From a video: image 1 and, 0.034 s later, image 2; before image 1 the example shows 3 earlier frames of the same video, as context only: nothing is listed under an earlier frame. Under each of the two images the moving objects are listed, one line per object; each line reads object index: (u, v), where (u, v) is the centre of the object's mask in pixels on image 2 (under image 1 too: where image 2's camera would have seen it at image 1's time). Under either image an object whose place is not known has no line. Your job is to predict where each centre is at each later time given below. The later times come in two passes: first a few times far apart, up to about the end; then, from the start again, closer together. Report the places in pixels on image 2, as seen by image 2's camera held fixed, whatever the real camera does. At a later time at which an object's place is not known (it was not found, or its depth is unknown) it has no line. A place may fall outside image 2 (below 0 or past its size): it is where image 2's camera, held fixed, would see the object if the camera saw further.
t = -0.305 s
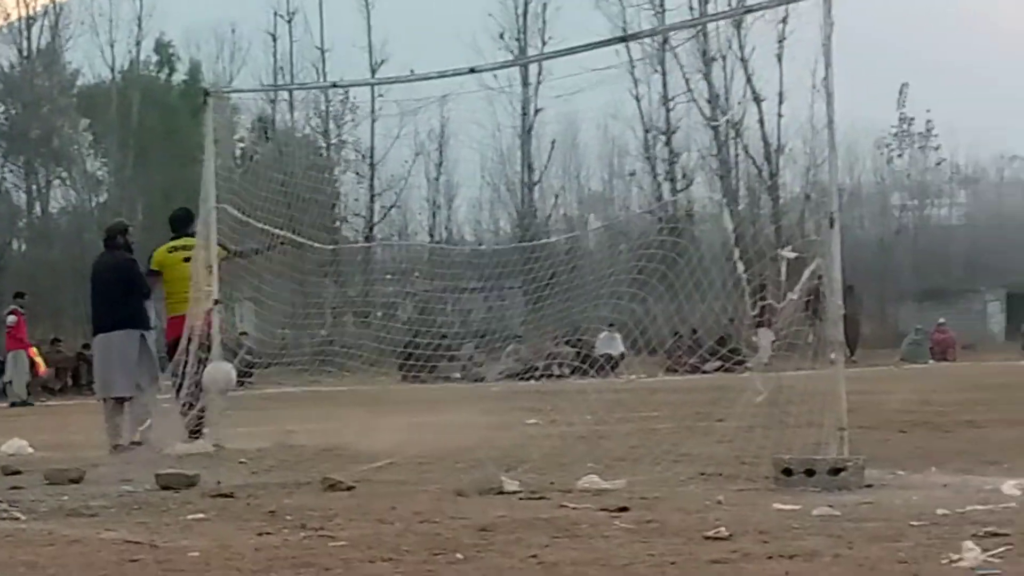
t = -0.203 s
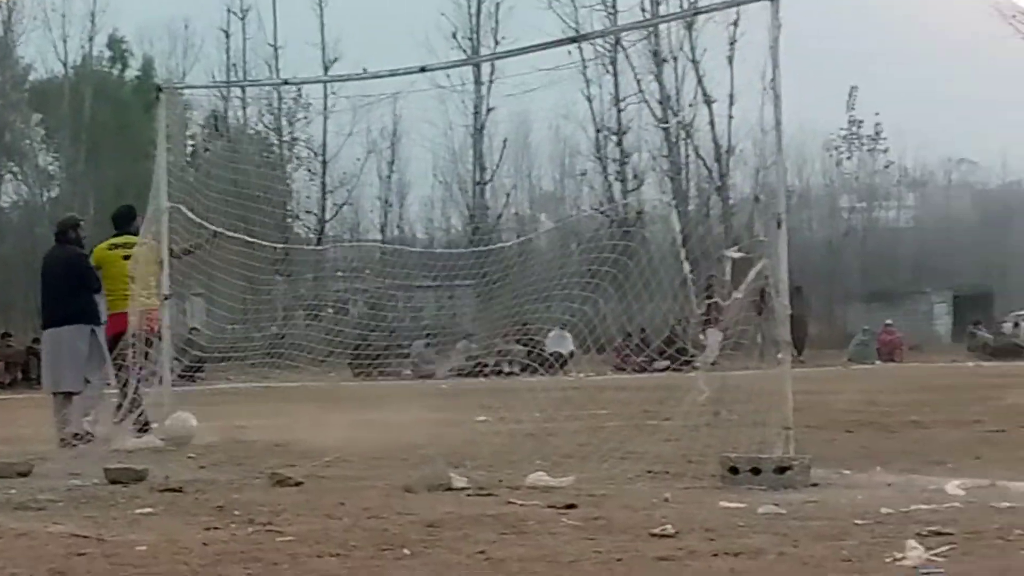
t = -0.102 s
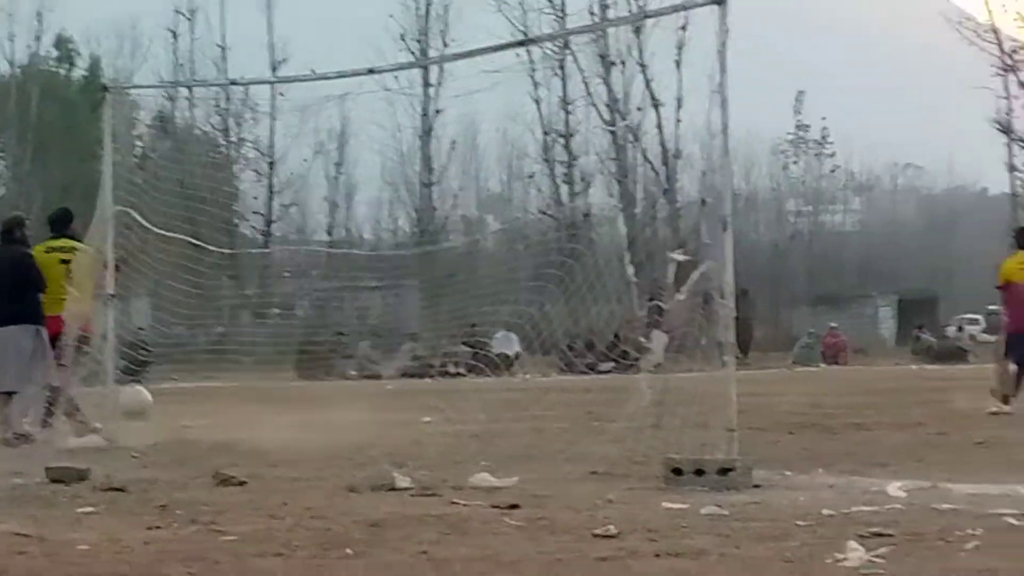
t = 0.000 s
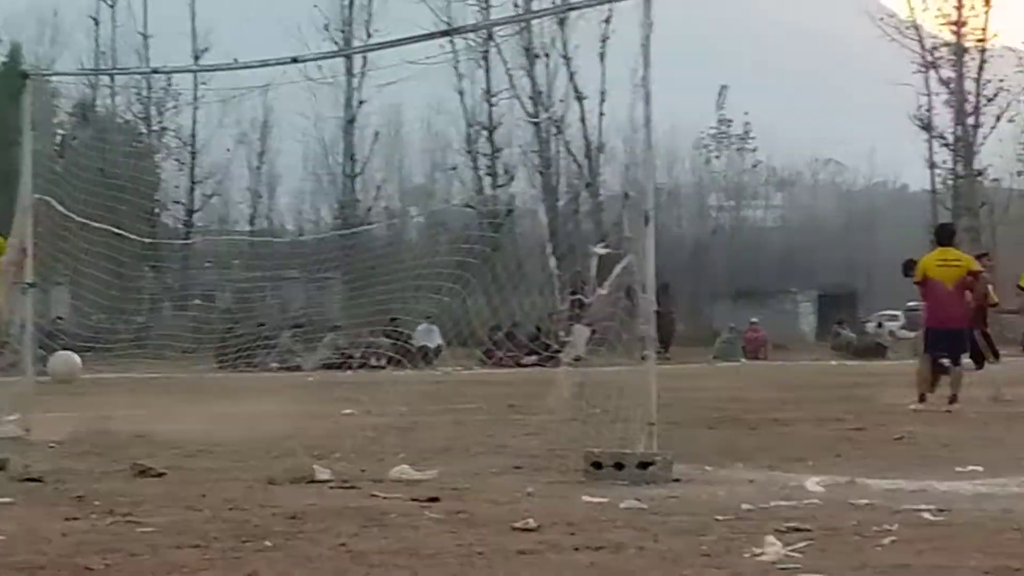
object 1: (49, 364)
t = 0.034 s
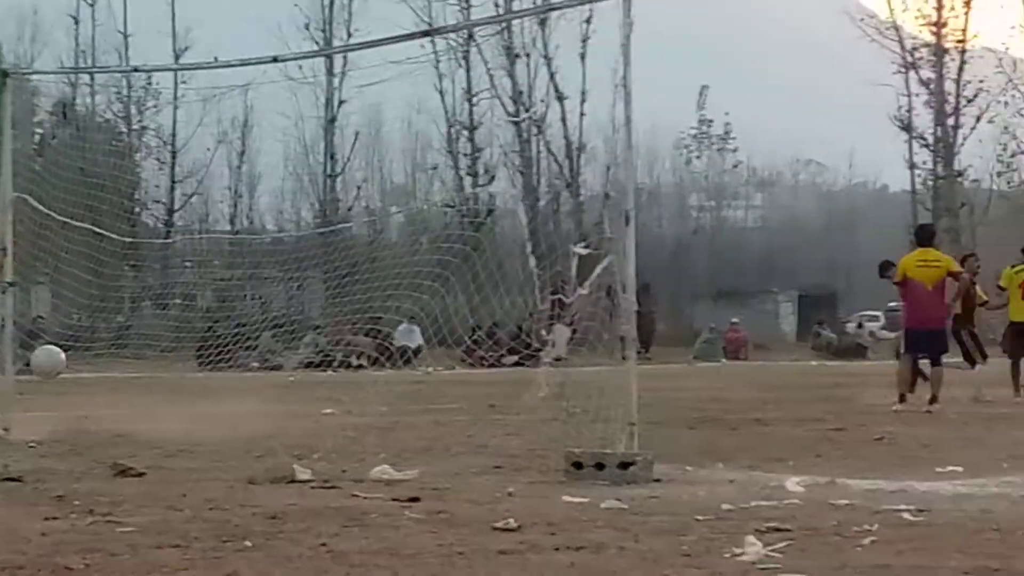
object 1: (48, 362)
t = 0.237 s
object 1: (58, 369)
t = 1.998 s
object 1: (281, 419)
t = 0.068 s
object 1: (49, 357)
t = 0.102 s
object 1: (49, 355)
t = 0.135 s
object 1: (52, 355)
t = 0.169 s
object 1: (54, 358)
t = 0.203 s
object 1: (56, 363)
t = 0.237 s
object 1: (58, 369)
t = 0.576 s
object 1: (109, 391)
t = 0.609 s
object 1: (115, 390)
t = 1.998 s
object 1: (281, 419)
